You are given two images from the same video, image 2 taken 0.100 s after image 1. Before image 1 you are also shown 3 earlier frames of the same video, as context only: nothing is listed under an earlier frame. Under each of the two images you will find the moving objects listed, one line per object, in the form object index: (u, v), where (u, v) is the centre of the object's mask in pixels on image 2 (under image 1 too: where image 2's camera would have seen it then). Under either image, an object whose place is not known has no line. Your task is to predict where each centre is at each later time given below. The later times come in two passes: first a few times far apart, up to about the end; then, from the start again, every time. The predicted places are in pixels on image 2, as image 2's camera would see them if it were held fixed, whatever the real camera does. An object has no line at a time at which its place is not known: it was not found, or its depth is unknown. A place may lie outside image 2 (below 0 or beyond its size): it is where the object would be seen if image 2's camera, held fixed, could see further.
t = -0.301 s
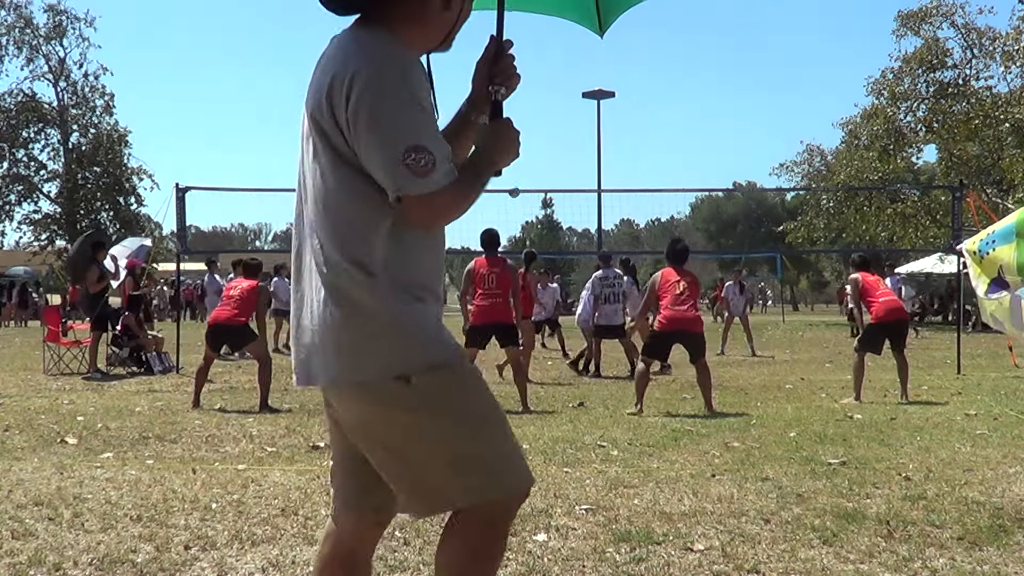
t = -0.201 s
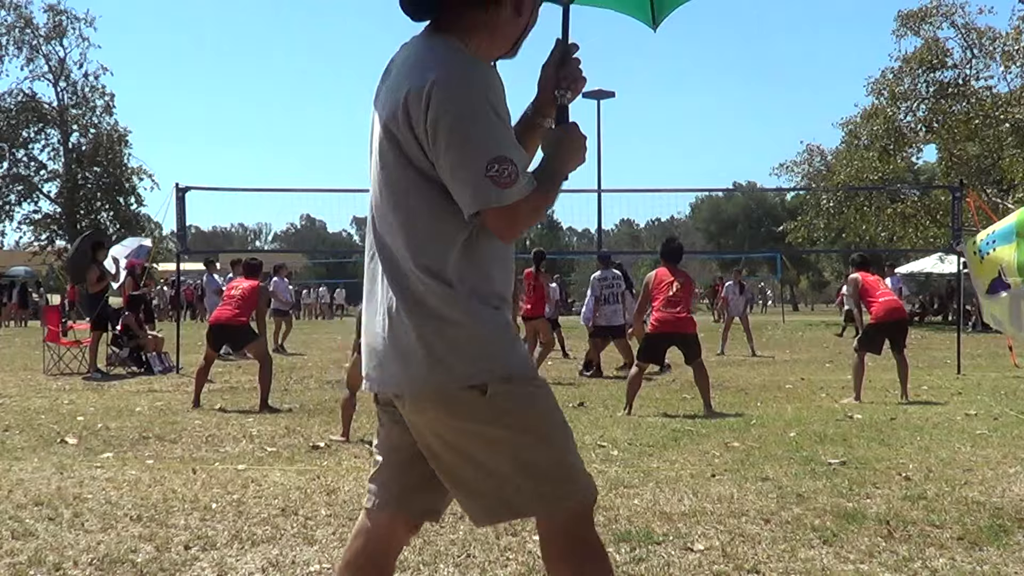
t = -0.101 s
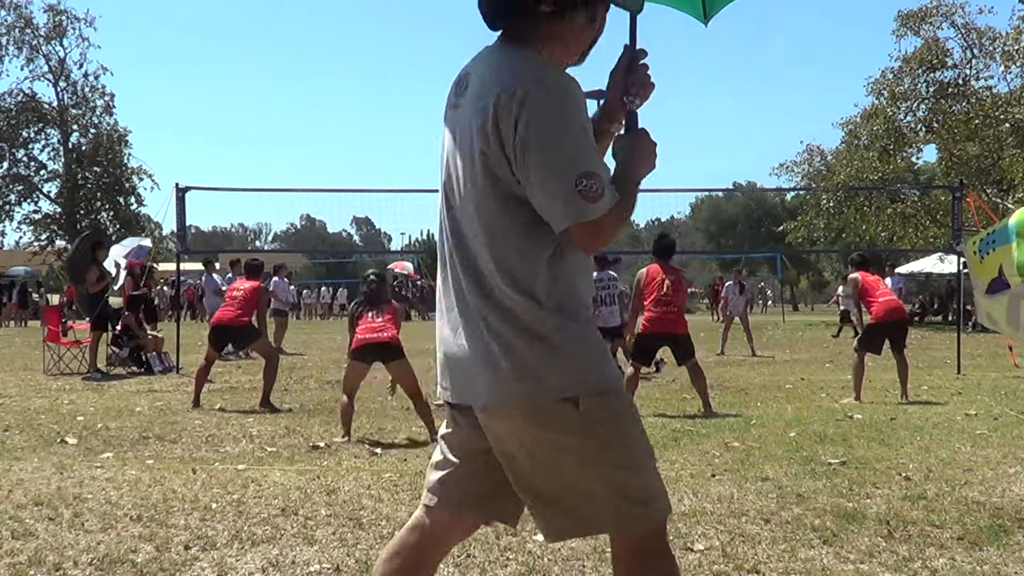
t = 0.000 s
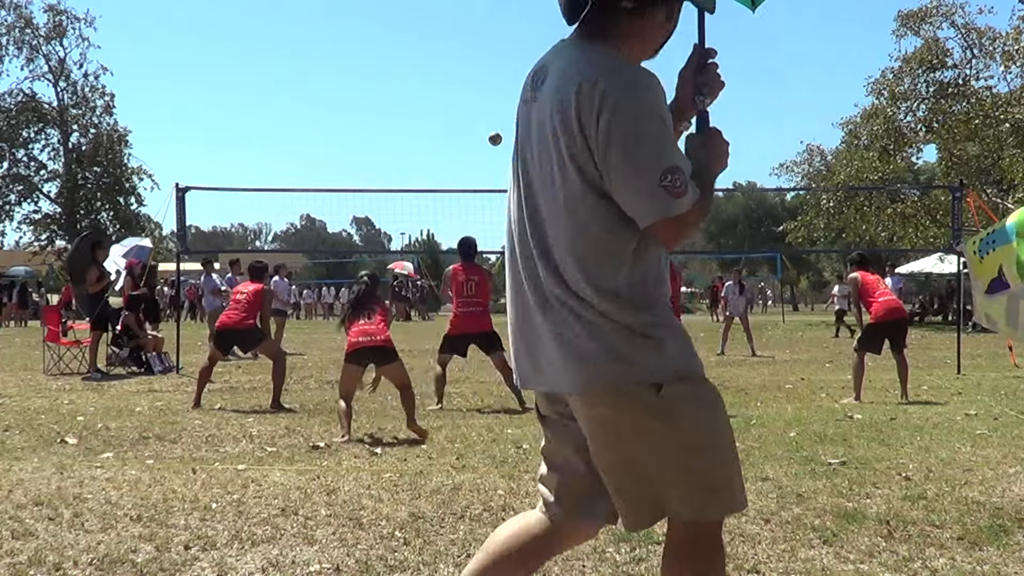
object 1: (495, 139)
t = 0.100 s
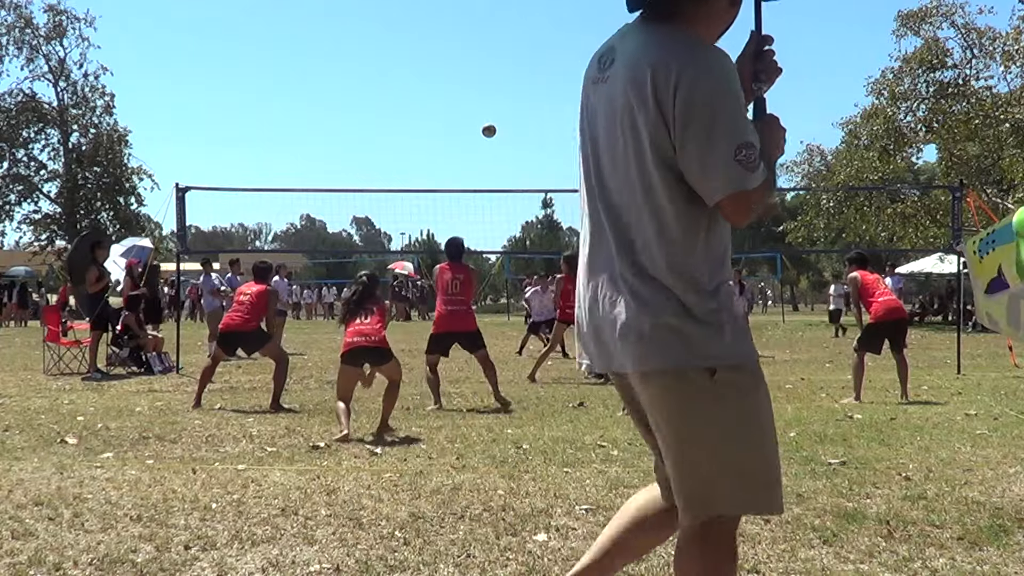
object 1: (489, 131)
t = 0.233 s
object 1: (480, 131)
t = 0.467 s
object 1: (466, 170)
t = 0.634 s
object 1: (456, 233)
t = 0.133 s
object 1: (487, 129)
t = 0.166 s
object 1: (484, 129)
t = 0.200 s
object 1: (482, 130)
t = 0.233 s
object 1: (480, 131)
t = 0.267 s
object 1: (478, 134)
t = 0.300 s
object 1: (476, 138)
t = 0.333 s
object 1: (474, 142)
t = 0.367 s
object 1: (472, 148)
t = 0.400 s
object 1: (470, 154)
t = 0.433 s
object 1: (468, 162)
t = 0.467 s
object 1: (466, 170)
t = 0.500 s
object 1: (464, 180)
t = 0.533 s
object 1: (462, 190)
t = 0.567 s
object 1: (460, 203)
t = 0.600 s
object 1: (458, 217)
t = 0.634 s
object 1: (456, 233)
